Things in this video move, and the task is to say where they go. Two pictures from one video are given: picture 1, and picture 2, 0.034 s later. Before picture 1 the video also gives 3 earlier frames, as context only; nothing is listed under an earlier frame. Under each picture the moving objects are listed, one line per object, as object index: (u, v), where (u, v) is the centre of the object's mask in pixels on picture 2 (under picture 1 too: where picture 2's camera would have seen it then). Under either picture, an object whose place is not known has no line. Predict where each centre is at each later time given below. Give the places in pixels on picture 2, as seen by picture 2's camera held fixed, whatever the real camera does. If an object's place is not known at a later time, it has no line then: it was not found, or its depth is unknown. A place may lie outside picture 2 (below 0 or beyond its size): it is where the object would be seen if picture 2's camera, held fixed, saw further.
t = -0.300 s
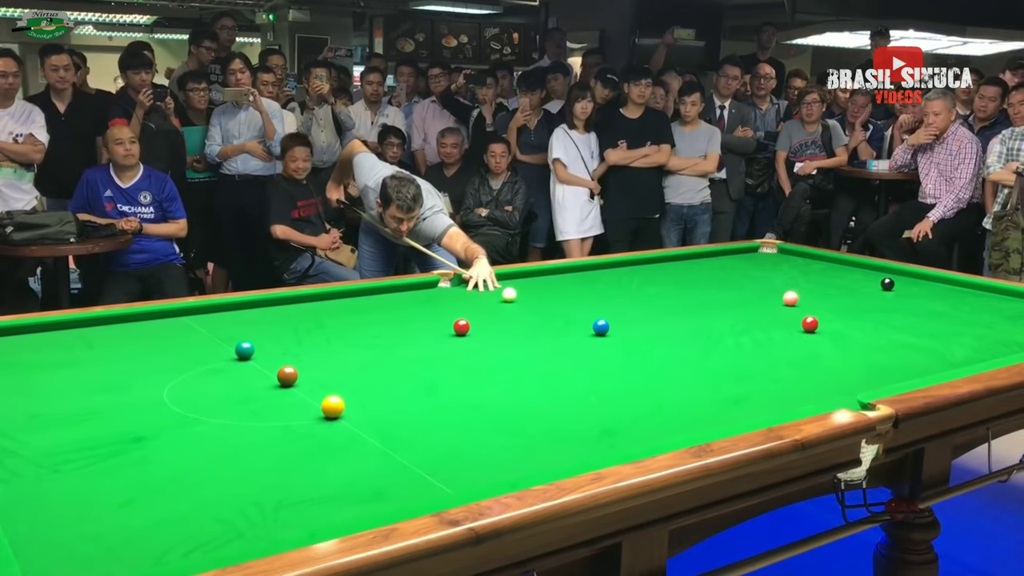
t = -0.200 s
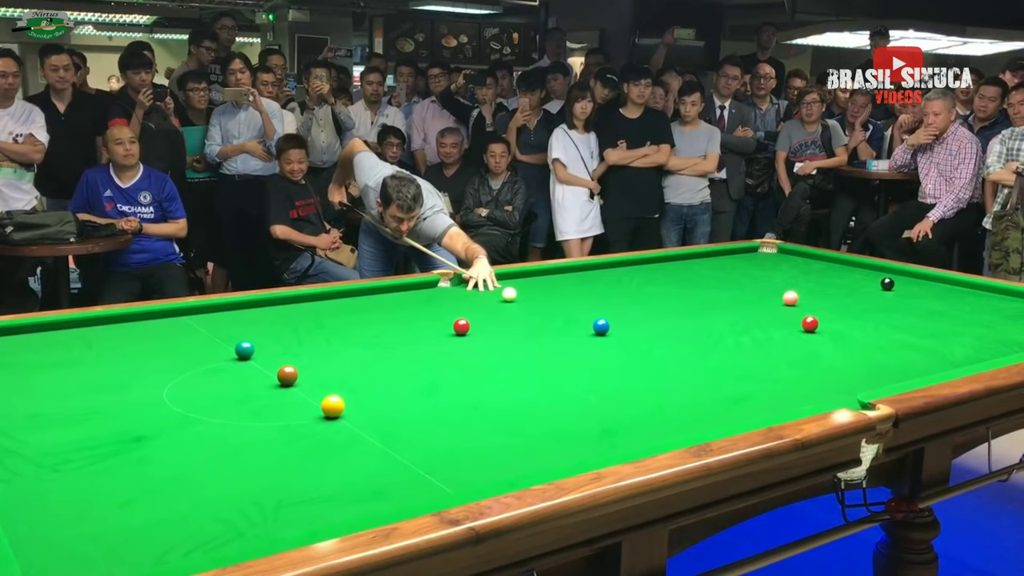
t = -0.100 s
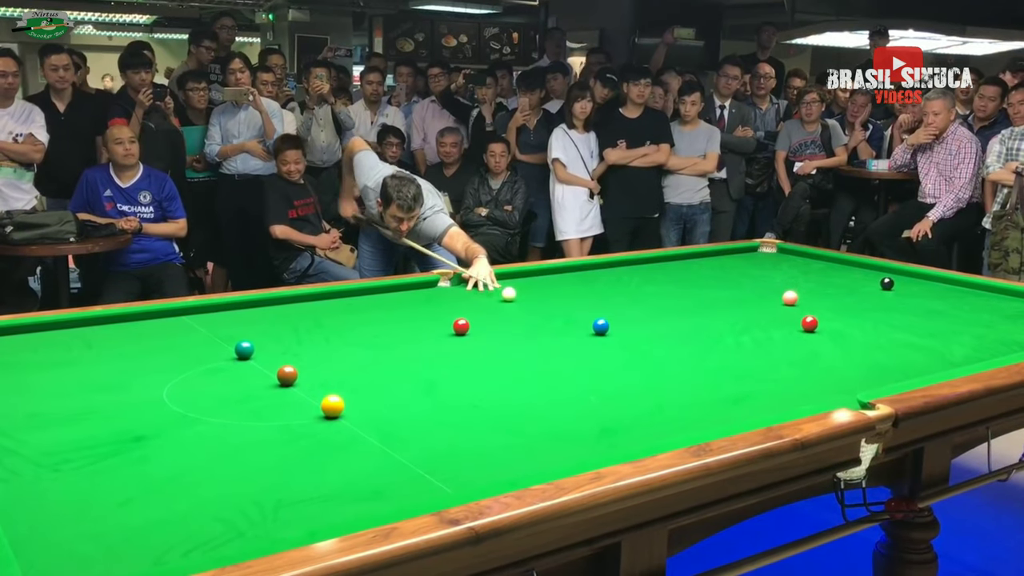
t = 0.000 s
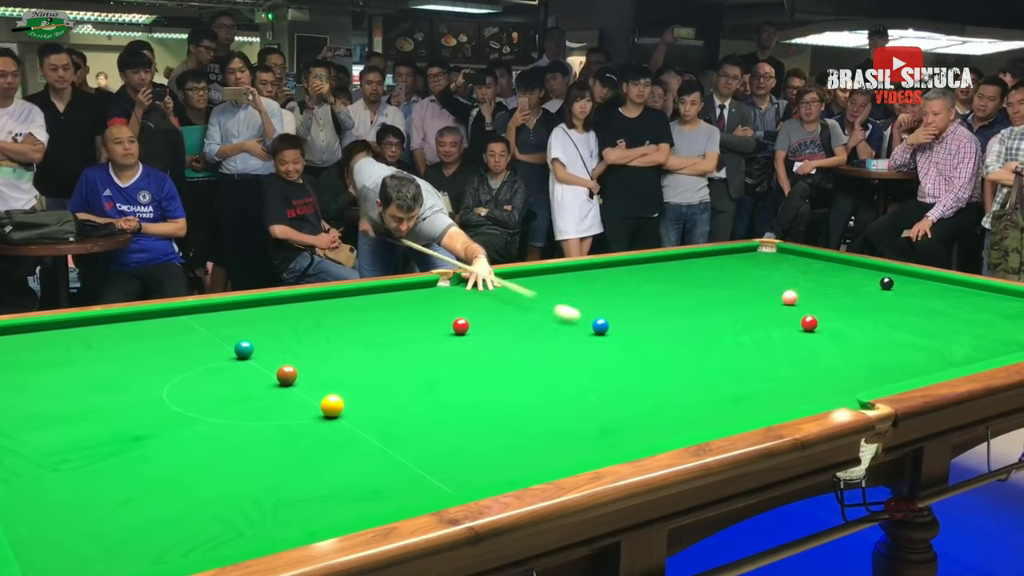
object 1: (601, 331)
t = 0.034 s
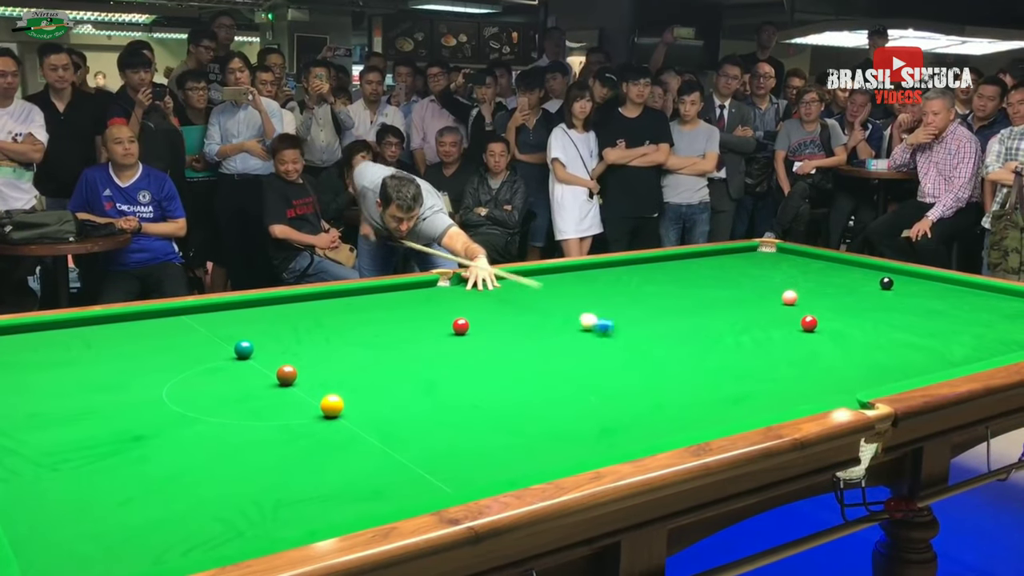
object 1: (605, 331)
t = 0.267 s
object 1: (859, 404)
